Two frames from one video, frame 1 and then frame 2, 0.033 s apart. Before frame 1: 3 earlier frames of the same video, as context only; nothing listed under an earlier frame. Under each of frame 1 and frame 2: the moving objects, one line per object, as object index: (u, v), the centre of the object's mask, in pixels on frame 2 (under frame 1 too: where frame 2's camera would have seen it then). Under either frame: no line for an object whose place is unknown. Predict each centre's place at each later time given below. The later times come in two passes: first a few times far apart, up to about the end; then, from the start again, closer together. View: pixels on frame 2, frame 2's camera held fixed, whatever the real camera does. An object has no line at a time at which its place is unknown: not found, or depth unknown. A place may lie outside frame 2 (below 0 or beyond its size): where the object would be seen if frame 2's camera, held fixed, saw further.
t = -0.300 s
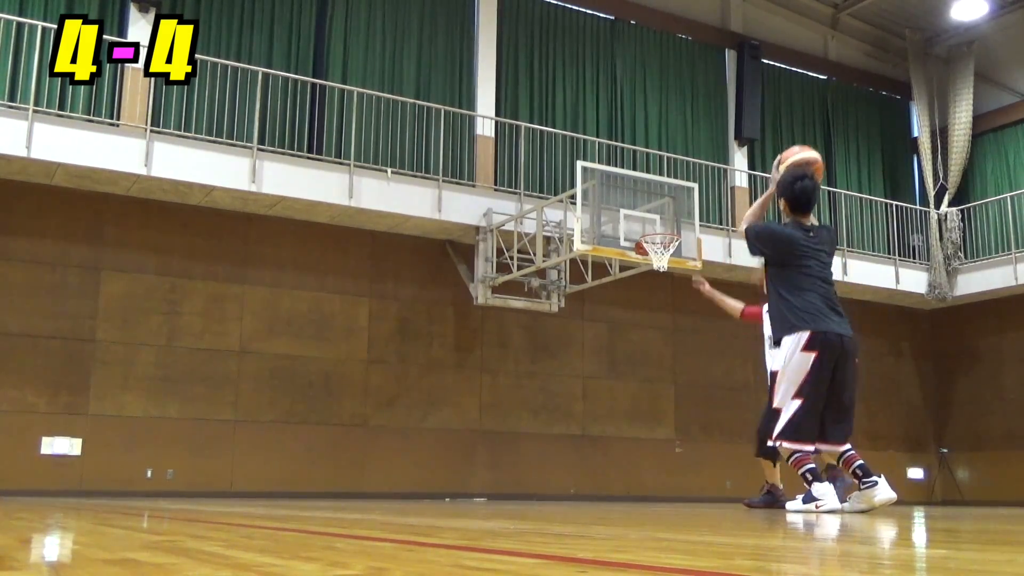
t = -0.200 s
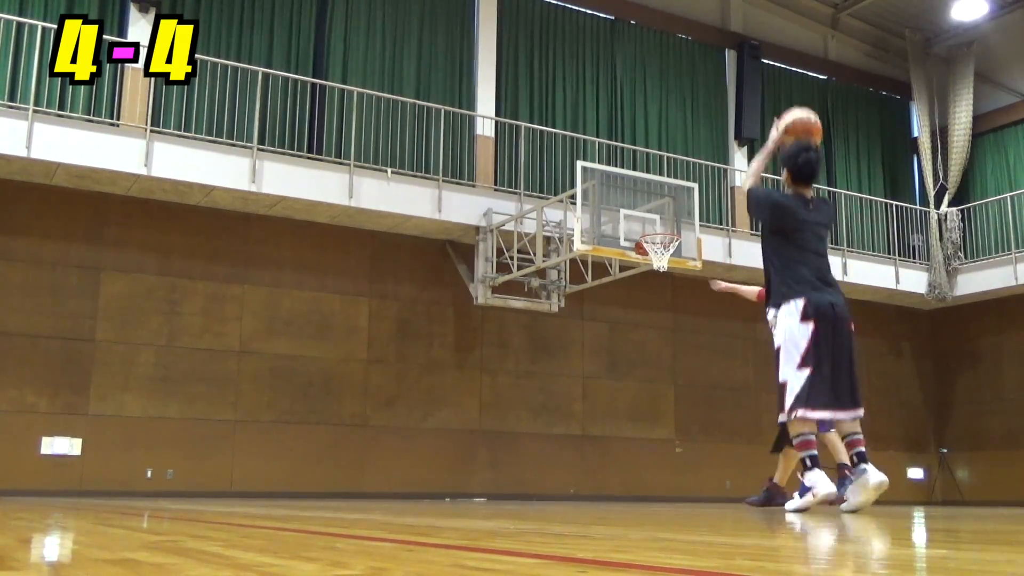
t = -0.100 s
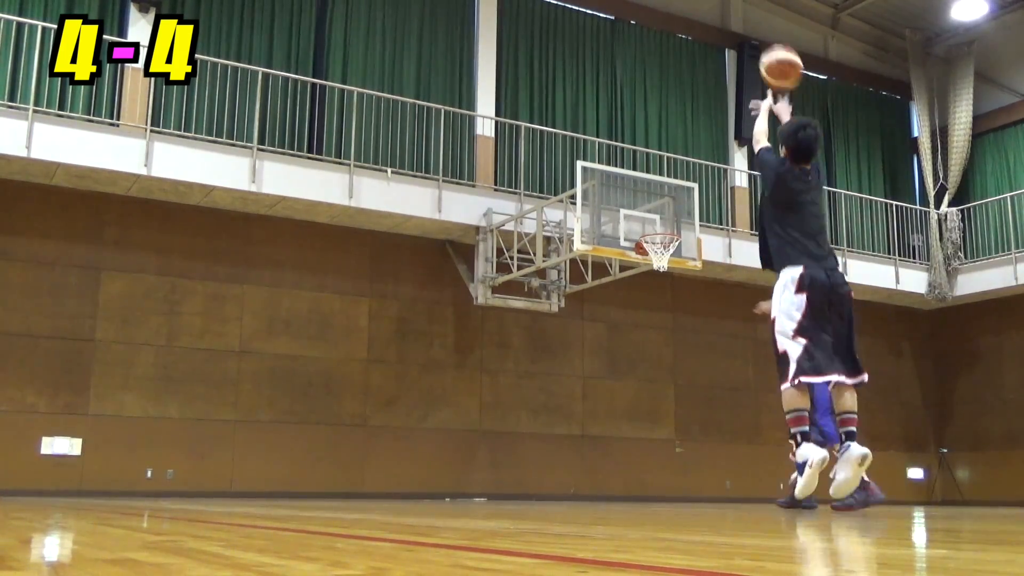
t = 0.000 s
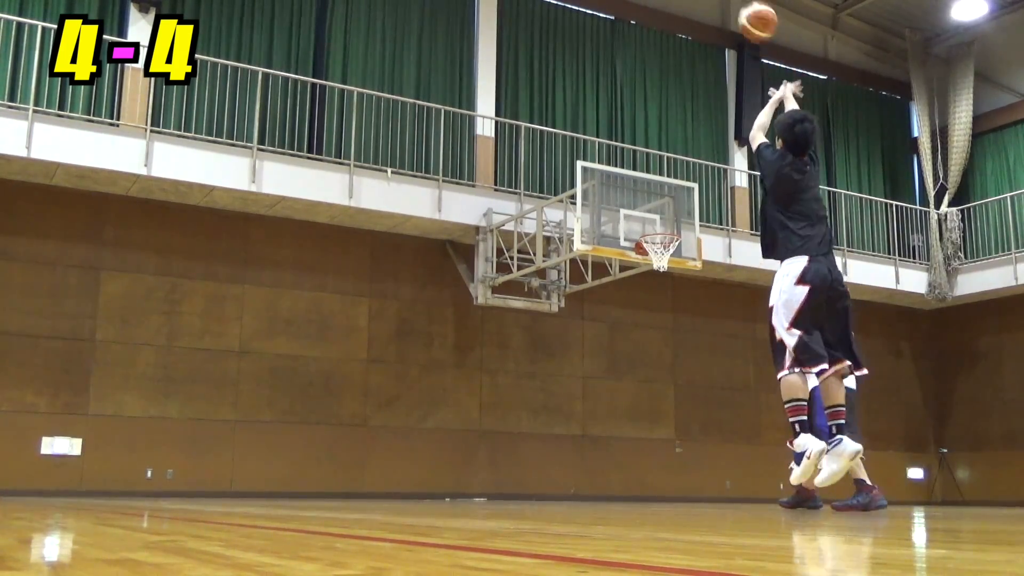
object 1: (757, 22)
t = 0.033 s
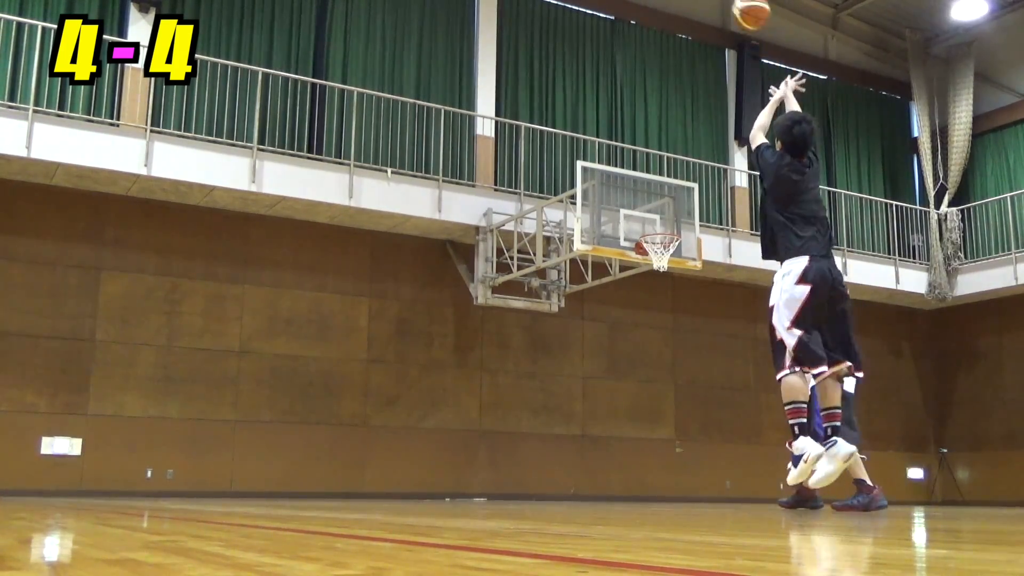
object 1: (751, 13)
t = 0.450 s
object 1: (698, 9)
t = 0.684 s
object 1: (681, 71)
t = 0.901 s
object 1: (669, 158)
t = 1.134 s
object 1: (658, 267)
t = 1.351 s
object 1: (652, 342)
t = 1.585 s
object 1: (644, 489)
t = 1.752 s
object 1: (642, 406)
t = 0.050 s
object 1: (748, 11)
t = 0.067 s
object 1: (745, 9)
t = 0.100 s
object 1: (738, 6)
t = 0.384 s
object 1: (704, 4)
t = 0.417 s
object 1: (701, 6)
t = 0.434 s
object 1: (700, 8)
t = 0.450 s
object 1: (698, 9)
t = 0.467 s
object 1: (697, 12)
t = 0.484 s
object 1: (695, 14)
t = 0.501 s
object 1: (694, 18)
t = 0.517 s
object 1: (693, 22)
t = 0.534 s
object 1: (691, 26)
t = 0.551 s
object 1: (690, 30)
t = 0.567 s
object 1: (689, 35)
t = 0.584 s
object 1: (688, 39)
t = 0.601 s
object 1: (686, 44)
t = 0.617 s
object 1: (685, 49)
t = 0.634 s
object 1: (684, 54)
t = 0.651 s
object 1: (683, 60)
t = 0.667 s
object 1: (682, 66)
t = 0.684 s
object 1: (681, 71)
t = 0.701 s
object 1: (680, 78)
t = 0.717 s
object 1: (679, 83)
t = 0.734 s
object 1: (678, 89)
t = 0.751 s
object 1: (677, 96)
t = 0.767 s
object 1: (676, 102)
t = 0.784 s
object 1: (675, 108)
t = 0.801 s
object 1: (674, 116)
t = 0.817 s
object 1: (673, 122)
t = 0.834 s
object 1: (673, 129)
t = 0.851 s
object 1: (672, 135)
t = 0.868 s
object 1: (671, 143)
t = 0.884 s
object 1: (670, 150)
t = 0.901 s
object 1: (669, 158)
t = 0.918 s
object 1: (668, 166)
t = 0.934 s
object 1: (668, 174)
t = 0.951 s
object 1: (666, 181)
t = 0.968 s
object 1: (666, 191)
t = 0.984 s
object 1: (665, 197)
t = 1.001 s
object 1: (665, 206)
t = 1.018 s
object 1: (664, 215)
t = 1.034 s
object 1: (664, 223)
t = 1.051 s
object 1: (663, 230)
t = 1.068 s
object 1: (662, 239)
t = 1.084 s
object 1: (662, 244)
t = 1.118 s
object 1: (660, 267)
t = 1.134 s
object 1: (658, 267)
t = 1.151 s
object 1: (658, 268)
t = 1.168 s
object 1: (658, 271)
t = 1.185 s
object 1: (657, 276)
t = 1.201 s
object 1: (656, 282)
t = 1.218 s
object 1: (656, 286)
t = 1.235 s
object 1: (655, 293)
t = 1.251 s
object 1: (655, 298)
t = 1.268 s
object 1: (655, 304)
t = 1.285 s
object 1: (654, 312)
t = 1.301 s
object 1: (654, 319)
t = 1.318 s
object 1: (653, 326)
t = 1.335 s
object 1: (652, 334)
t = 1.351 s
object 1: (652, 342)
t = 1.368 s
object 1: (652, 350)
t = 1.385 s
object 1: (651, 360)
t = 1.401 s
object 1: (650, 368)
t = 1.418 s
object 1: (649, 377)
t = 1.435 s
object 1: (649, 387)
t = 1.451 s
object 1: (649, 397)
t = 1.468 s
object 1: (648, 407)
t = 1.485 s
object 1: (648, 419)
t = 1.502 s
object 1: (648, 430)
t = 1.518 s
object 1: (647, 441)
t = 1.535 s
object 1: (646, 452)
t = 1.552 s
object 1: (646, 465)
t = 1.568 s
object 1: (645, 476)
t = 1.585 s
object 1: (644, 489)
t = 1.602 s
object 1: (643, 486)
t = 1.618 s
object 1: (643, 478)
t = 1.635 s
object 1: (644, 468)
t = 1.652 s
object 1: (643, 457)
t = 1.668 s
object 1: (643, 449)
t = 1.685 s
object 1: (643, 440)
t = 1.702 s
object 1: (643, 431)
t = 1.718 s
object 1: (643, 423)
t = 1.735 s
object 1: (642, 413)
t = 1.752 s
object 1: (642, 406)
